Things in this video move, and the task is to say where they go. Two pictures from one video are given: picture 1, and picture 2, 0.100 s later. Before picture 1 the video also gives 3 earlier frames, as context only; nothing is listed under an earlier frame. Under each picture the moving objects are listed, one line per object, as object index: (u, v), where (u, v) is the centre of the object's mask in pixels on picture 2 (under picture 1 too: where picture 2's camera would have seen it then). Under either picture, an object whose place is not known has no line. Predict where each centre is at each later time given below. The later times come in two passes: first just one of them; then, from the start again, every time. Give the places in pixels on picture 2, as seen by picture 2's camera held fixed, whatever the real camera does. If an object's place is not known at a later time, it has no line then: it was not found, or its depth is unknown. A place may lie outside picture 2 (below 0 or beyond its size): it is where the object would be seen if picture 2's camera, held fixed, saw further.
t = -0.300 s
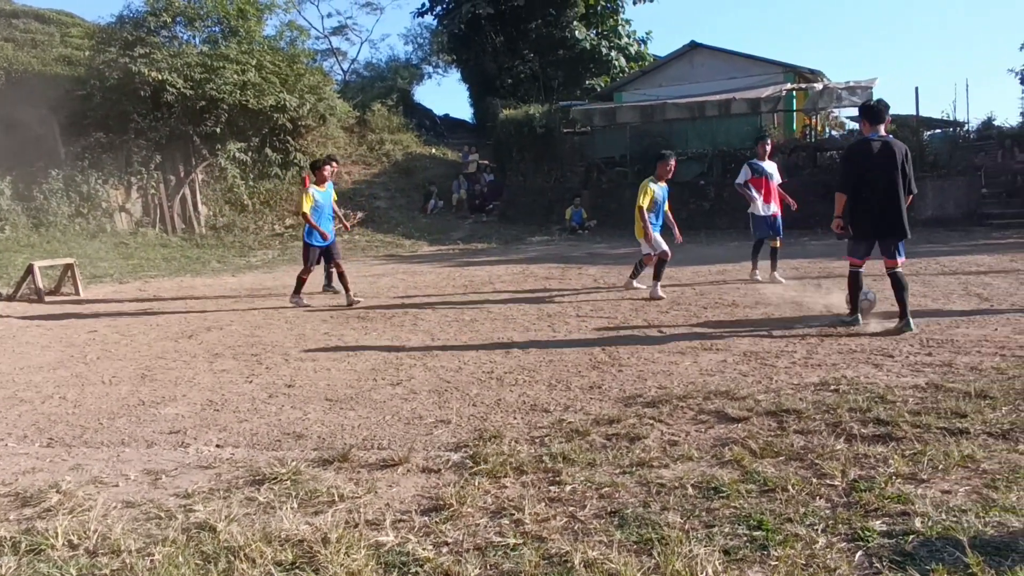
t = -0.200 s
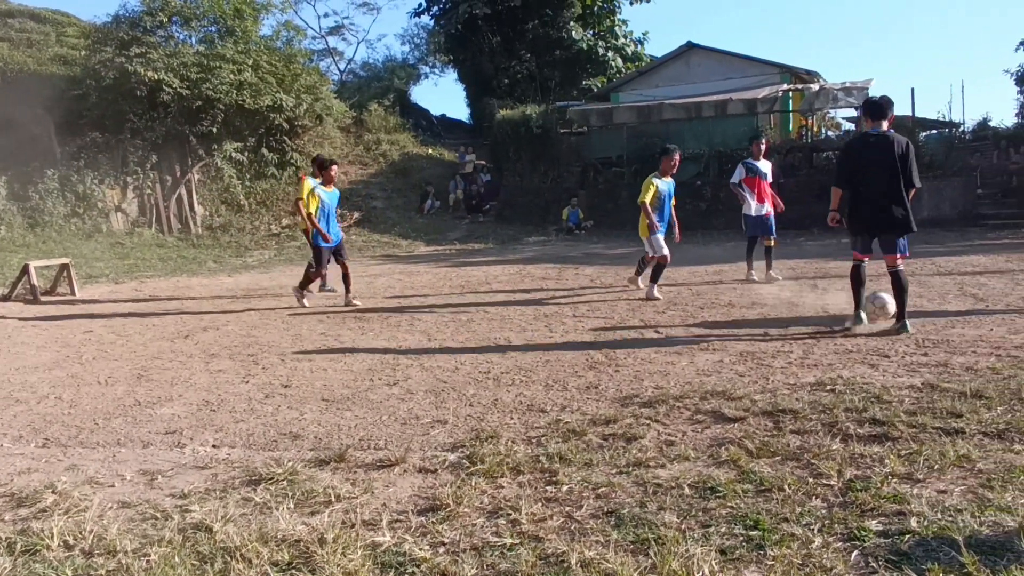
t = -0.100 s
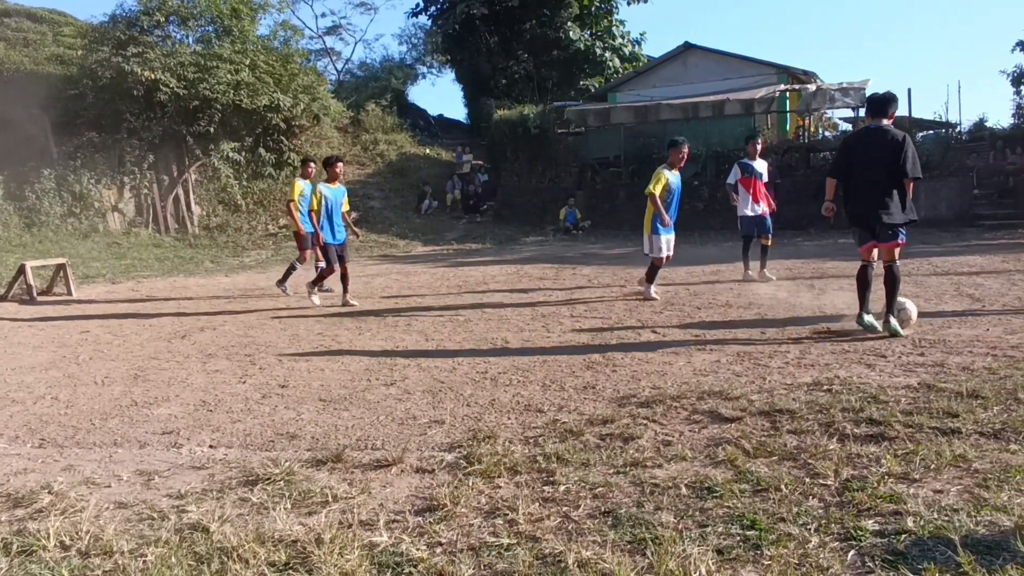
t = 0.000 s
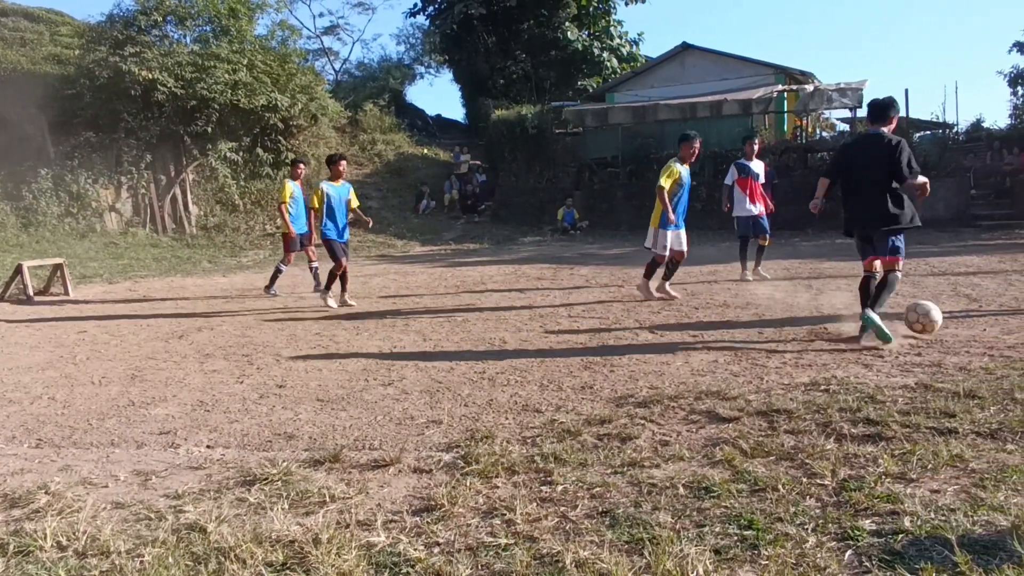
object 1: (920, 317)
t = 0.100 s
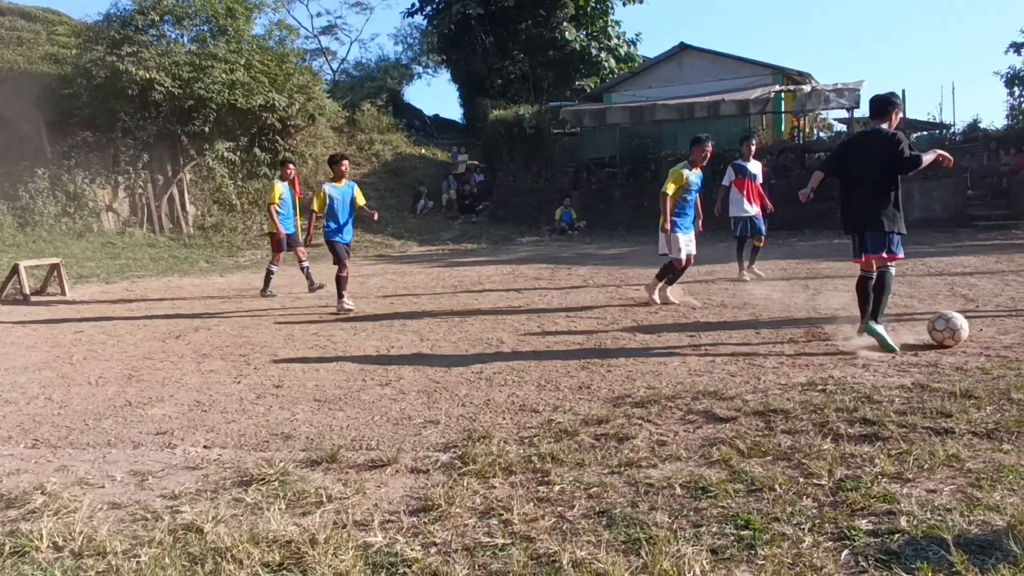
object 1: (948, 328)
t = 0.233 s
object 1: (993, 340)
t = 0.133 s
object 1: (959, 328)
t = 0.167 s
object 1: (970, 331)
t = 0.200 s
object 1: (982, 336)
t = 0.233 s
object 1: (993, 340)
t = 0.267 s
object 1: (1004, 338)
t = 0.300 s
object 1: (1016, 337)
